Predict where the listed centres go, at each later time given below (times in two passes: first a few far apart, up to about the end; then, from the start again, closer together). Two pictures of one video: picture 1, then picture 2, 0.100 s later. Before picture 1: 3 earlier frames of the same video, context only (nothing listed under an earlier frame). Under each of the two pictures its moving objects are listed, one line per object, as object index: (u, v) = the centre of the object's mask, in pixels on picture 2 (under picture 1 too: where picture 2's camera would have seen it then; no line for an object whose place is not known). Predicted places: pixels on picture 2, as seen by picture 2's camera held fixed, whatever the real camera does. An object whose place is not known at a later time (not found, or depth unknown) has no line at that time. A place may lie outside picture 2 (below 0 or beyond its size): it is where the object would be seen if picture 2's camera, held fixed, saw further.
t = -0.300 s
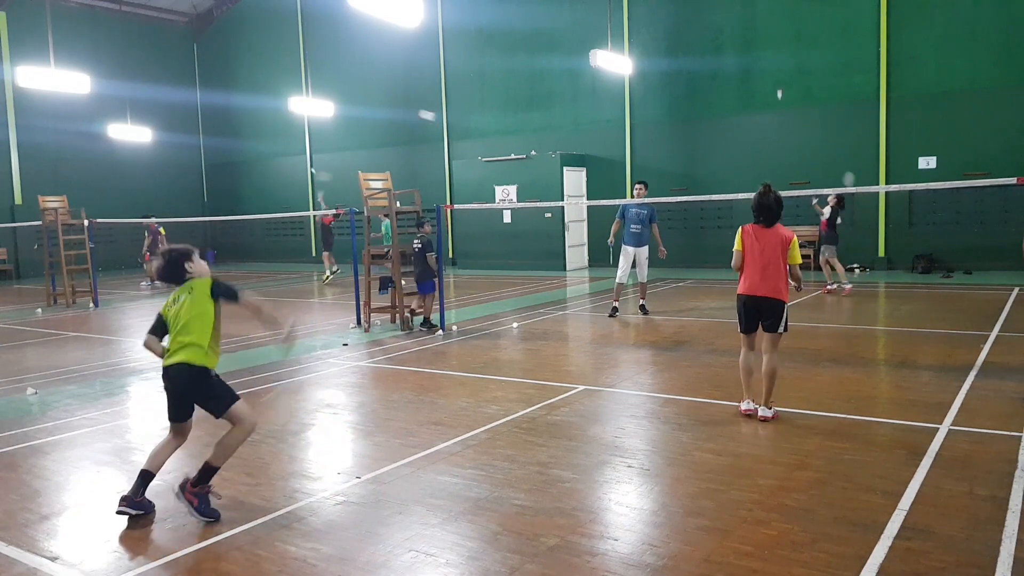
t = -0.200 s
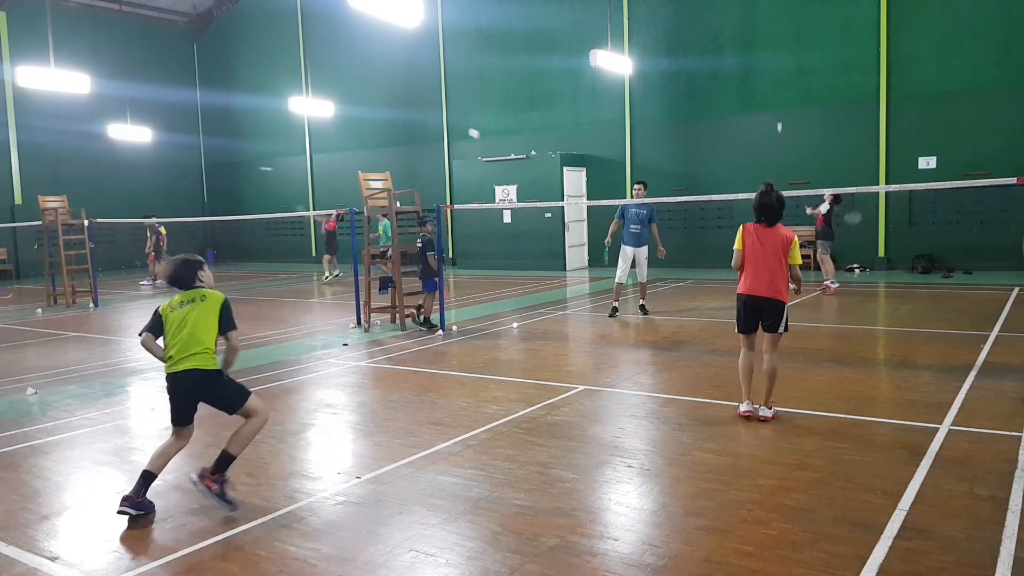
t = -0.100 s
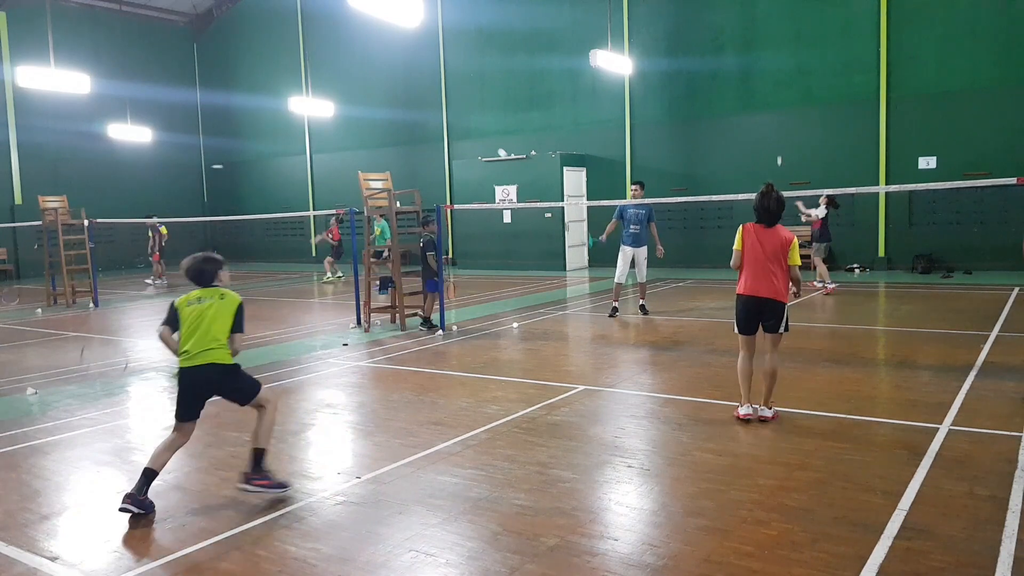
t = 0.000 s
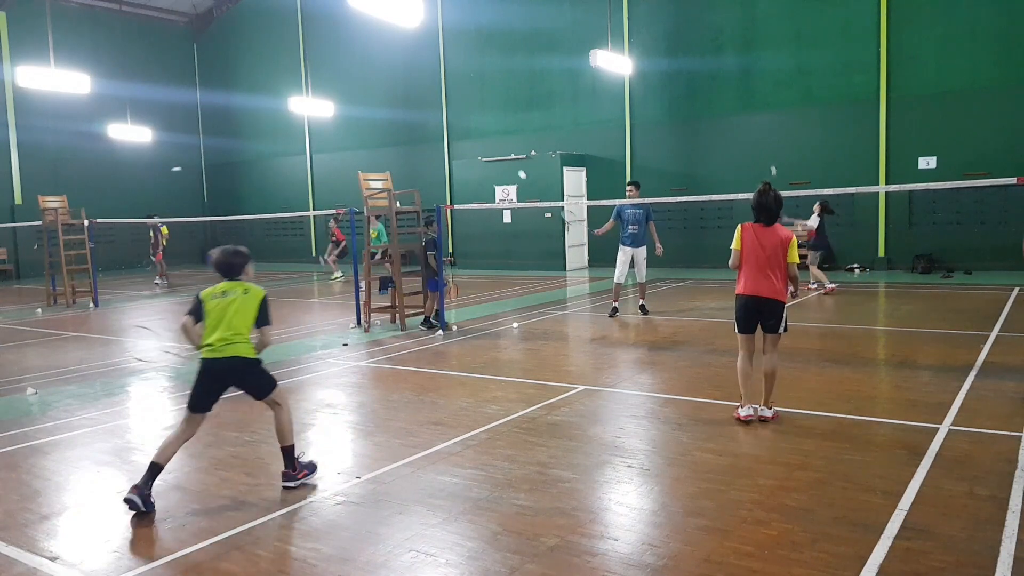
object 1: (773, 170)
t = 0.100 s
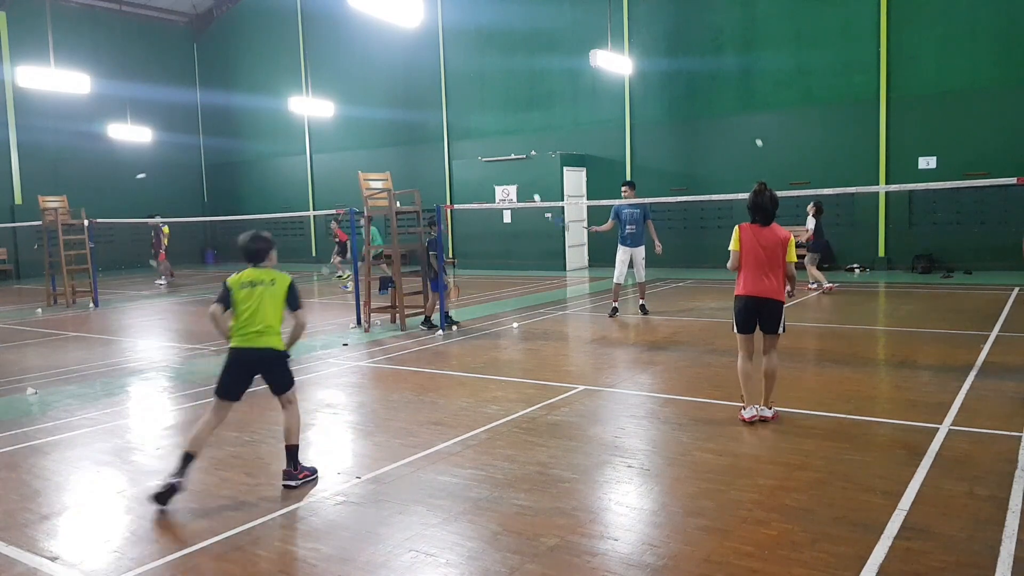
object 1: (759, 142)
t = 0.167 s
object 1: (750, 129)
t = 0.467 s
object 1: (711, 123)
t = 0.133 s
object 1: (754, 135)
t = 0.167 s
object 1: (750, 129)
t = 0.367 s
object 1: (725, 115)
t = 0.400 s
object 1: (720, 117)
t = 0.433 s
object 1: (716, 119)
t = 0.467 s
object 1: (711, 123)
